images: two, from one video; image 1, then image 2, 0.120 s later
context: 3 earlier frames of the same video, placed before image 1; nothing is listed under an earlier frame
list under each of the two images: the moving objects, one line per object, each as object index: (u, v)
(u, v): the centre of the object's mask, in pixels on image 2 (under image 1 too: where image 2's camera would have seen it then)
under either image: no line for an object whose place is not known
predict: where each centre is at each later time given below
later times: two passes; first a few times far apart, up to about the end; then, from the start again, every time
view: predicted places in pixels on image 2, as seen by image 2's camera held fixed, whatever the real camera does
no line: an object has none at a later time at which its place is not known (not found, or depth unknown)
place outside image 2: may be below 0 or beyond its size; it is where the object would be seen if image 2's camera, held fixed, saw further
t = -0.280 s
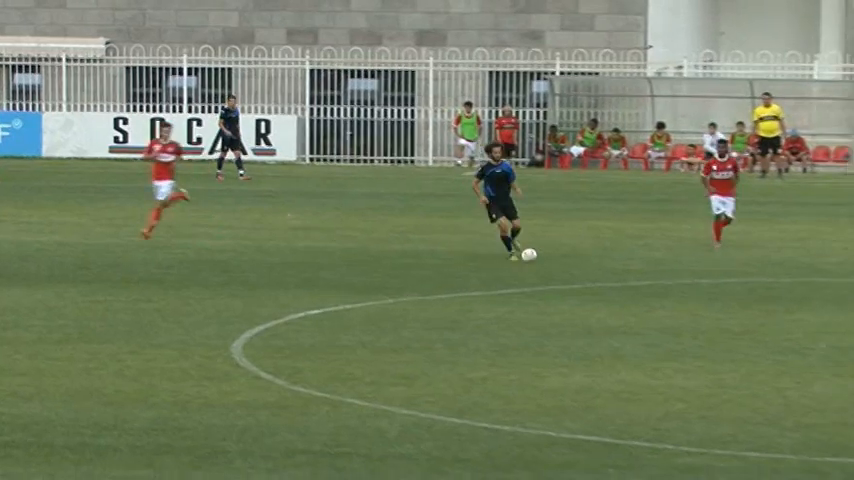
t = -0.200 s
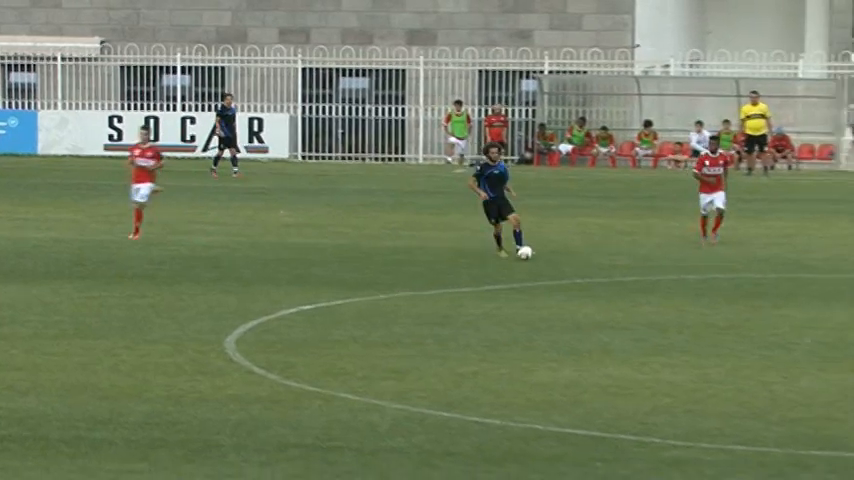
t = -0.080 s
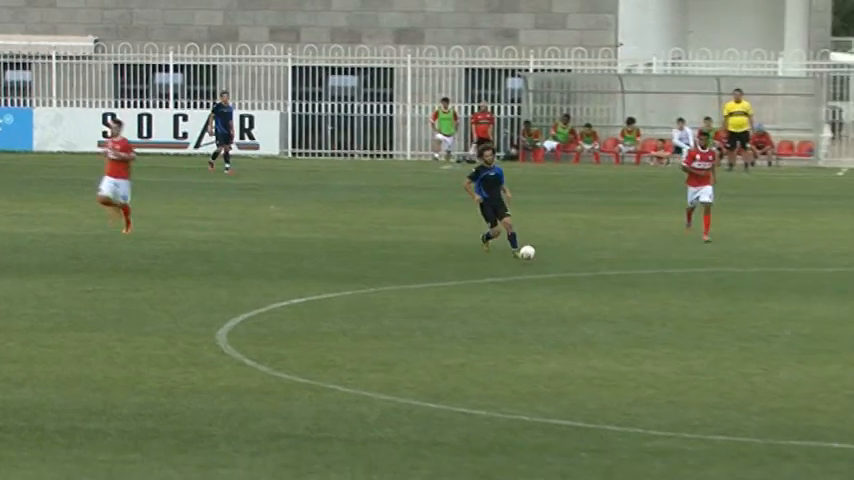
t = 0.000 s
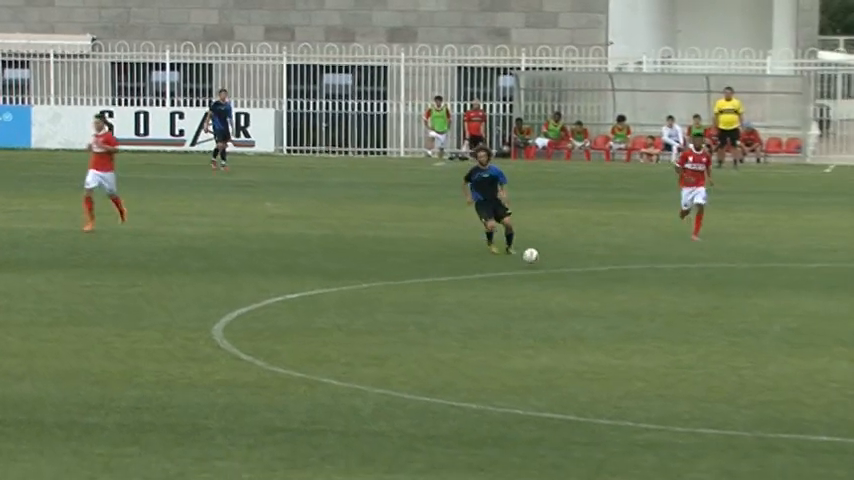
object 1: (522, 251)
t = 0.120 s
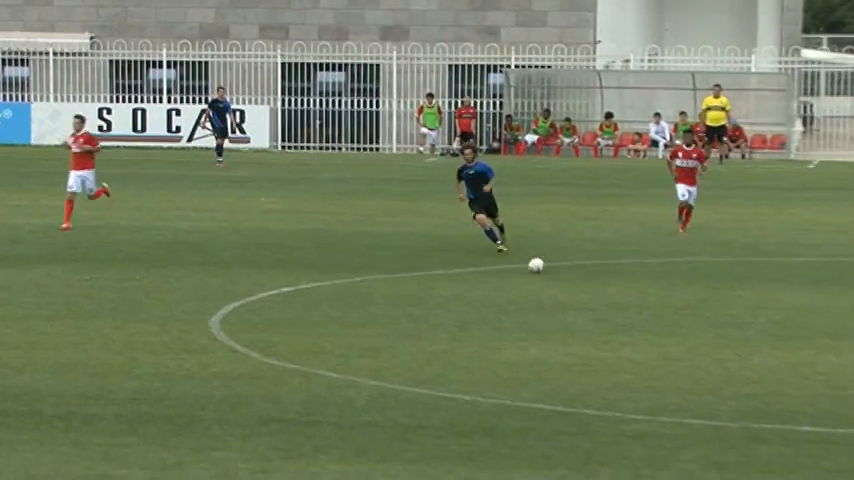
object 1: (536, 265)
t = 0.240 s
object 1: (549, 270)
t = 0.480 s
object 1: (575, 292)
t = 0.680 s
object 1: (596, 311)
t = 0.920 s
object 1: (617, 331)
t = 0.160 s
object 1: (540, 265)
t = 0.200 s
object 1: (544, 267)
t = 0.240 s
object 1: (549, 270)
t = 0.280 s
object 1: (554, 275)
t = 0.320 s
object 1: (558, 281)
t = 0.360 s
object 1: (562, 283)
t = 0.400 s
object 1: (567, 283)
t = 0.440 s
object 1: (571, 286)
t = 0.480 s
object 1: (575, 292)
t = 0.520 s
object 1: (579, 295)
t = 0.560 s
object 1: (583, 297)
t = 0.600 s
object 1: (587, 300)
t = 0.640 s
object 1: (591, 305)
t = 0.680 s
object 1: (596, 311)
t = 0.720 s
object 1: (599, 315)
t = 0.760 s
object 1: (603, 317)
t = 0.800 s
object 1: (606, 322)
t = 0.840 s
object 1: (610, 325)
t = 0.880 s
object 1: (613, 328)
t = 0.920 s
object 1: (617, 331)
